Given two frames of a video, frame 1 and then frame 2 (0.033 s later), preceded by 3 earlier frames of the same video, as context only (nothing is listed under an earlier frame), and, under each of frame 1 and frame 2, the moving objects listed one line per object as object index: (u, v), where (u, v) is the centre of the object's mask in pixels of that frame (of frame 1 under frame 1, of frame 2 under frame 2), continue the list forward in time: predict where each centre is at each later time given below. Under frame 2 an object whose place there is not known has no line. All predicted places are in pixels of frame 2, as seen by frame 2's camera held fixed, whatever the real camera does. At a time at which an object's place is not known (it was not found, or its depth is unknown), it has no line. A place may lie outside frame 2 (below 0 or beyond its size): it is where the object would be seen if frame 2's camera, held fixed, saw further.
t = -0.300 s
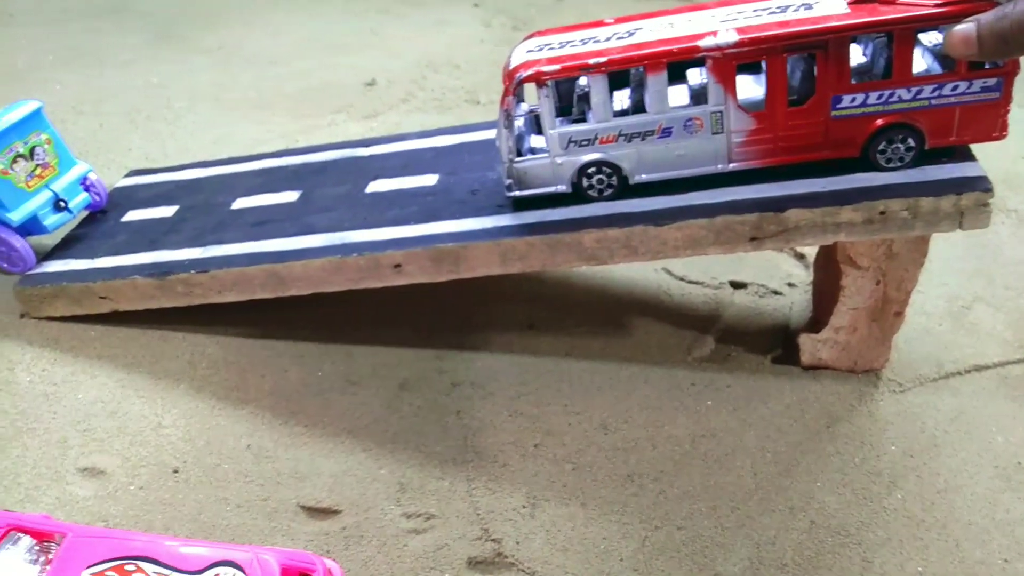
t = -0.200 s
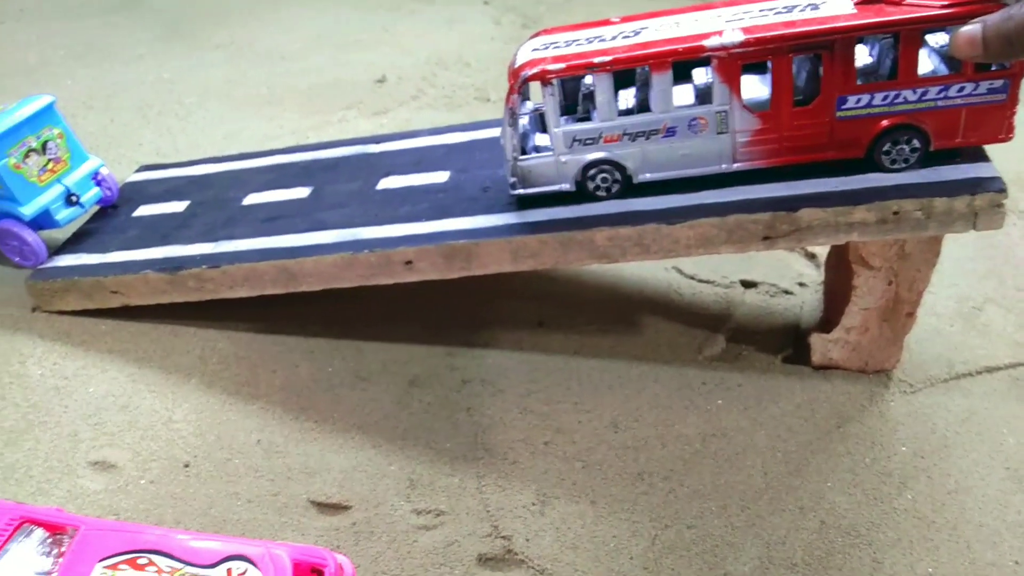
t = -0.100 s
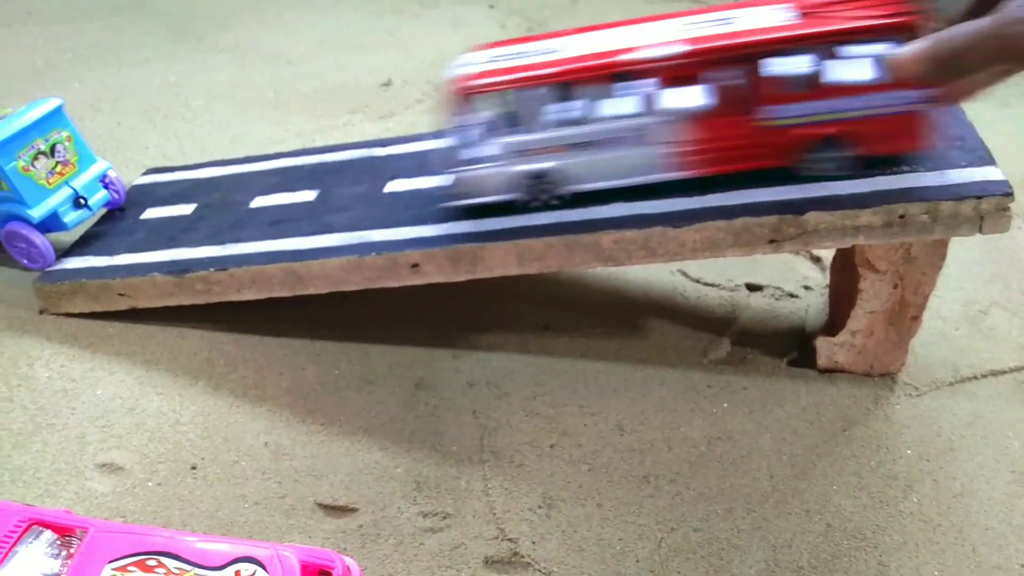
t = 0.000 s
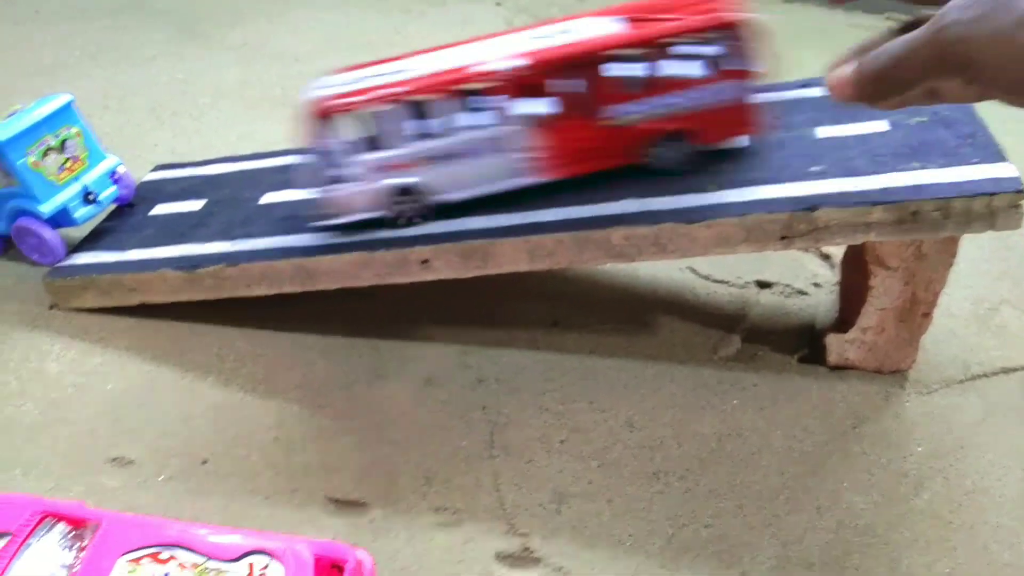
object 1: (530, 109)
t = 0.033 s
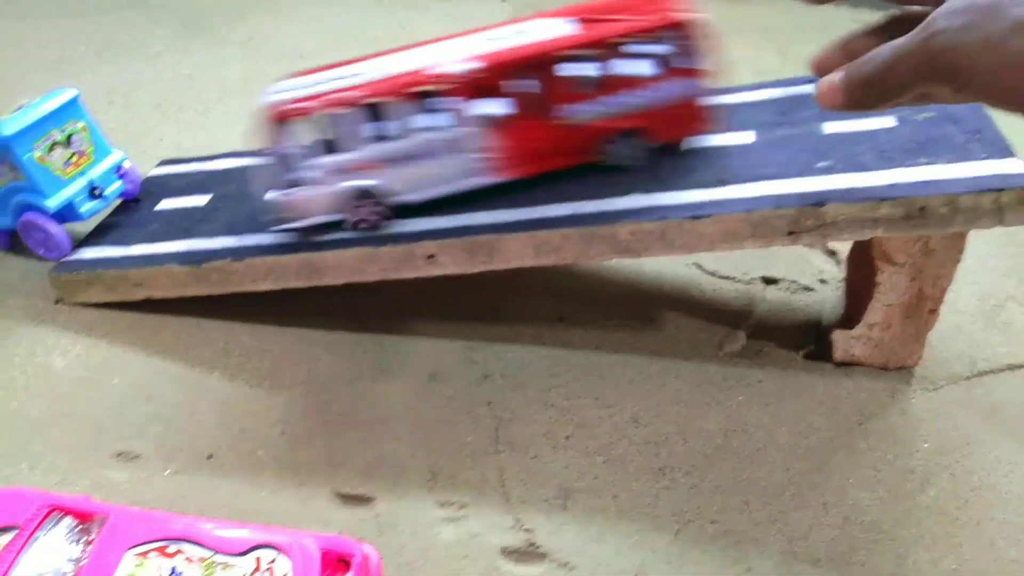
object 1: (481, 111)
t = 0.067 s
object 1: (432, 117)
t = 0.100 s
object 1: (382, 124)
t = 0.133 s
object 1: (334, 133)
